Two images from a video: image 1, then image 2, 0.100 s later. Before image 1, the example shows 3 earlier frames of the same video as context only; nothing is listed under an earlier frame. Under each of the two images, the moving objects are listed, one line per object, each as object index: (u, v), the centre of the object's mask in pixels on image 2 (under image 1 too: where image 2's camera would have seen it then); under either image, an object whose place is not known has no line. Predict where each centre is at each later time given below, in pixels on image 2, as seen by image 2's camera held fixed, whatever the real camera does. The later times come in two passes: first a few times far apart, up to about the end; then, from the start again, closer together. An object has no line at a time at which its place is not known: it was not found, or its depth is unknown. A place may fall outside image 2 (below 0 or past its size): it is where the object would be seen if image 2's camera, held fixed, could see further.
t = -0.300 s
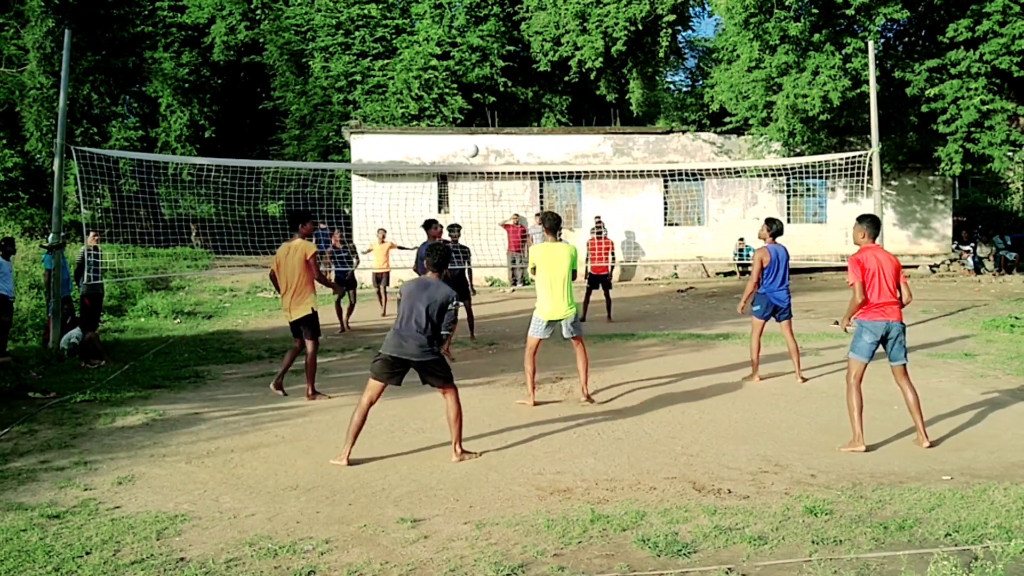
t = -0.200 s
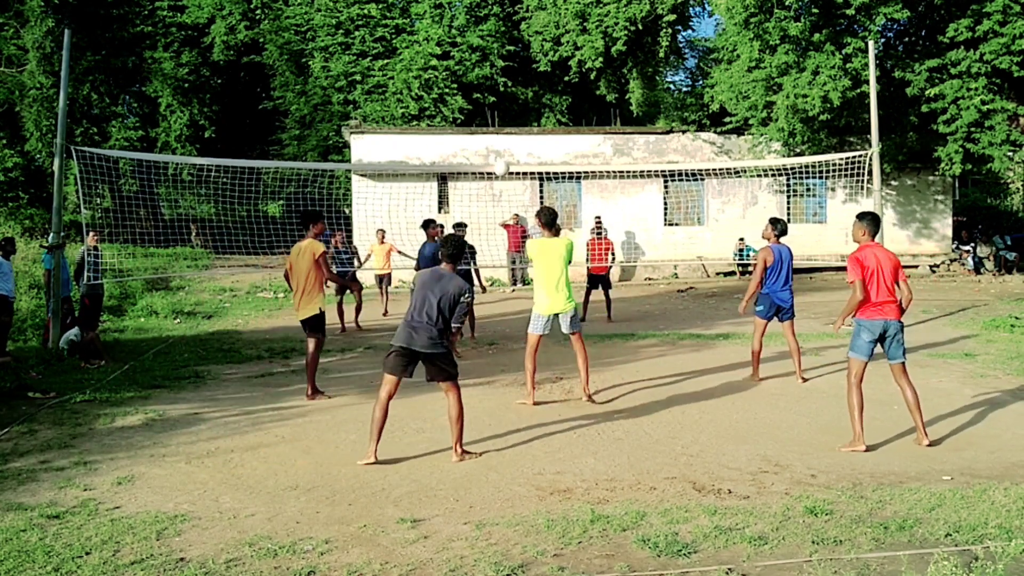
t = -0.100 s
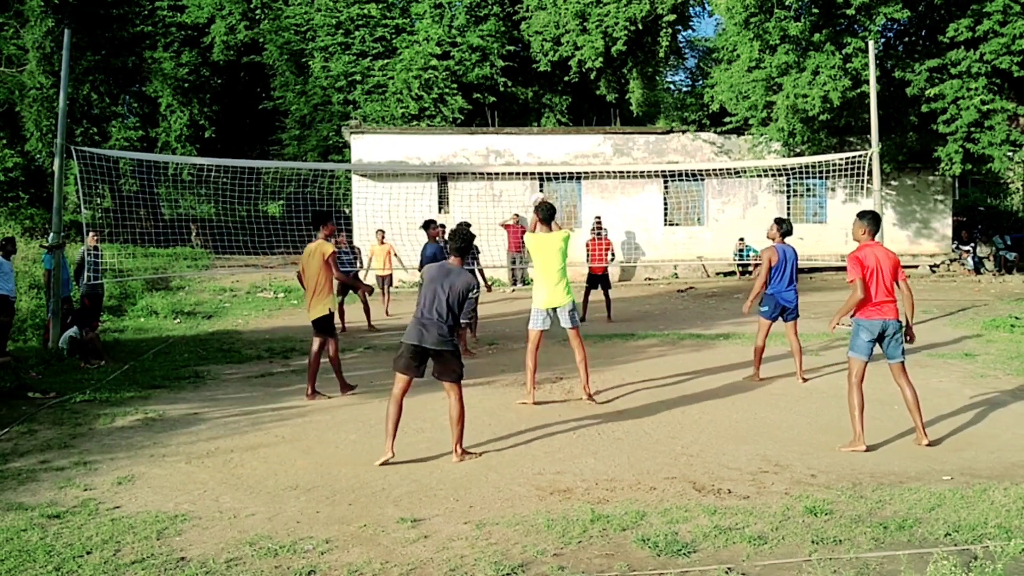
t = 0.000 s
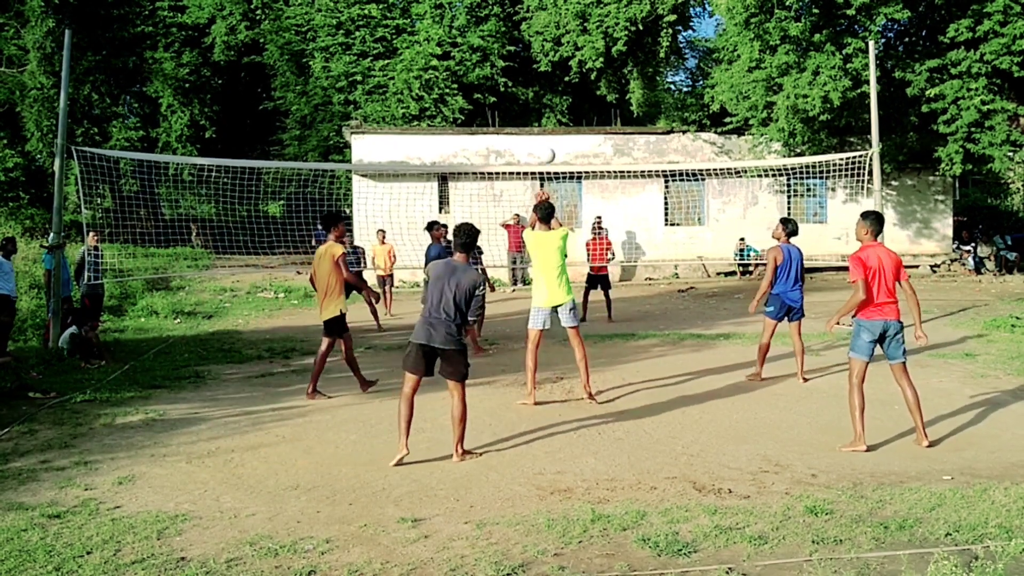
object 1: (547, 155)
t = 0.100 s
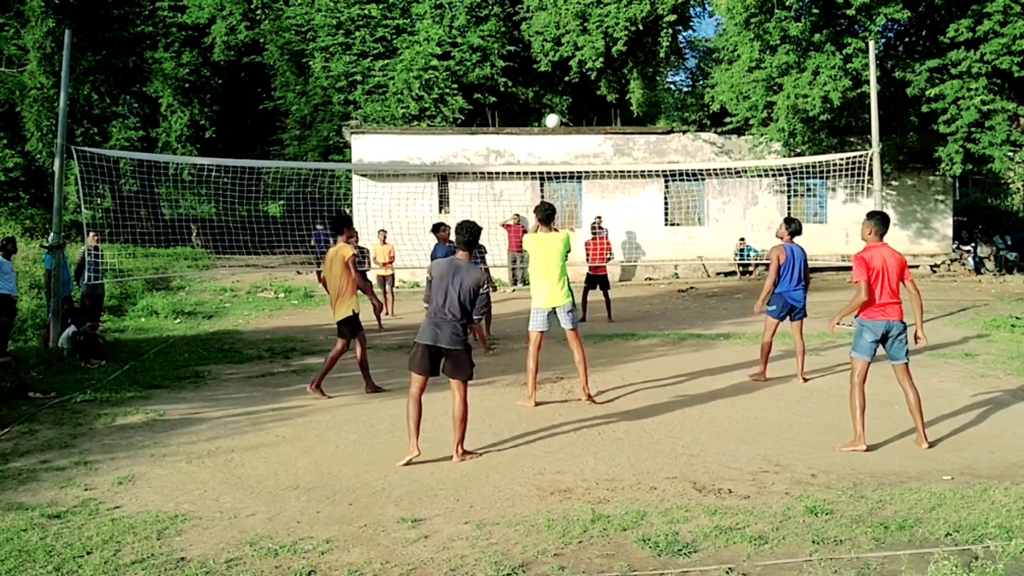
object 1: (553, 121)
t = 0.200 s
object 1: (557, 100)
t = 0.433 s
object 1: (569, 89)
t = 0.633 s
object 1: (577, 111)
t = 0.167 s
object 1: (556, 105)
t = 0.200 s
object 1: (557, 100)
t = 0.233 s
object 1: (559, 95)
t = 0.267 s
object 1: (561, 92)
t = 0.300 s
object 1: (563, 90)
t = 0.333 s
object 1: (564, 88)
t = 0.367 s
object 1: (566, 88)
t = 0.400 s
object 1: (567, 88)
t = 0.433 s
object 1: (569, 89)
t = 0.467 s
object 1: (570, 91)
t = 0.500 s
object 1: (572, 94)
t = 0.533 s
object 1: (573, 97)
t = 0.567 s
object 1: (574, 101)
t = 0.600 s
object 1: (576, 106)
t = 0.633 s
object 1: (577, 111)
